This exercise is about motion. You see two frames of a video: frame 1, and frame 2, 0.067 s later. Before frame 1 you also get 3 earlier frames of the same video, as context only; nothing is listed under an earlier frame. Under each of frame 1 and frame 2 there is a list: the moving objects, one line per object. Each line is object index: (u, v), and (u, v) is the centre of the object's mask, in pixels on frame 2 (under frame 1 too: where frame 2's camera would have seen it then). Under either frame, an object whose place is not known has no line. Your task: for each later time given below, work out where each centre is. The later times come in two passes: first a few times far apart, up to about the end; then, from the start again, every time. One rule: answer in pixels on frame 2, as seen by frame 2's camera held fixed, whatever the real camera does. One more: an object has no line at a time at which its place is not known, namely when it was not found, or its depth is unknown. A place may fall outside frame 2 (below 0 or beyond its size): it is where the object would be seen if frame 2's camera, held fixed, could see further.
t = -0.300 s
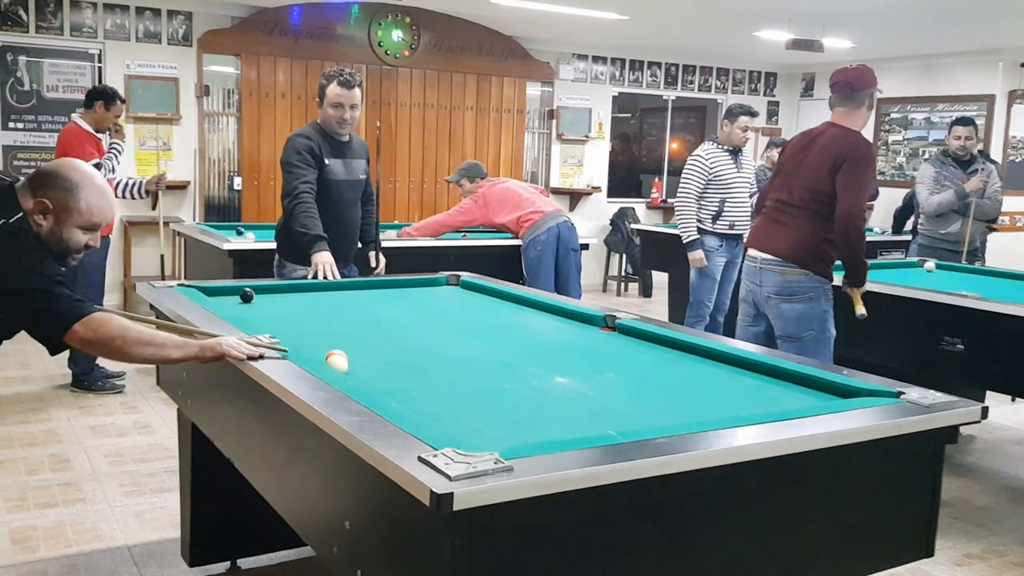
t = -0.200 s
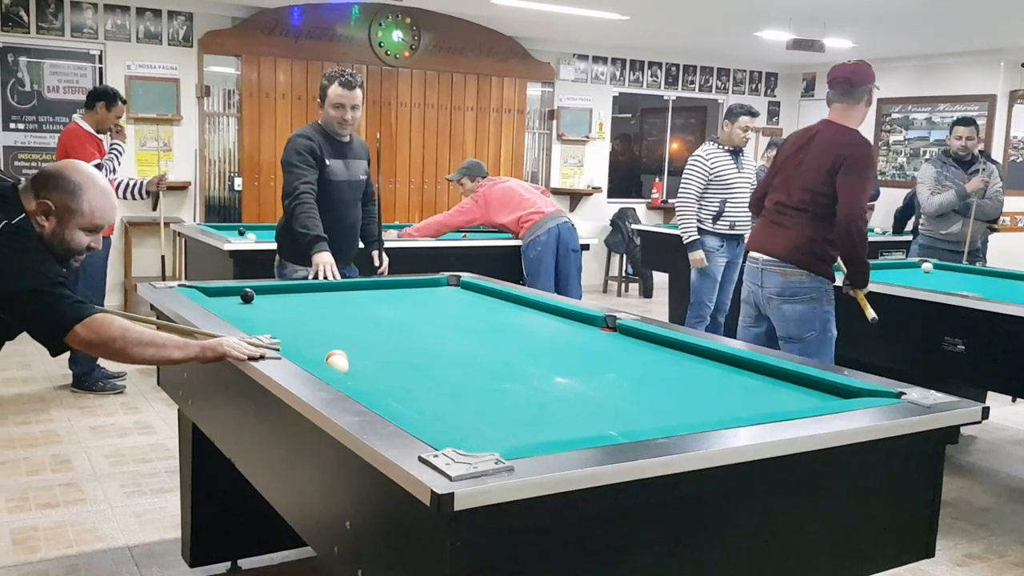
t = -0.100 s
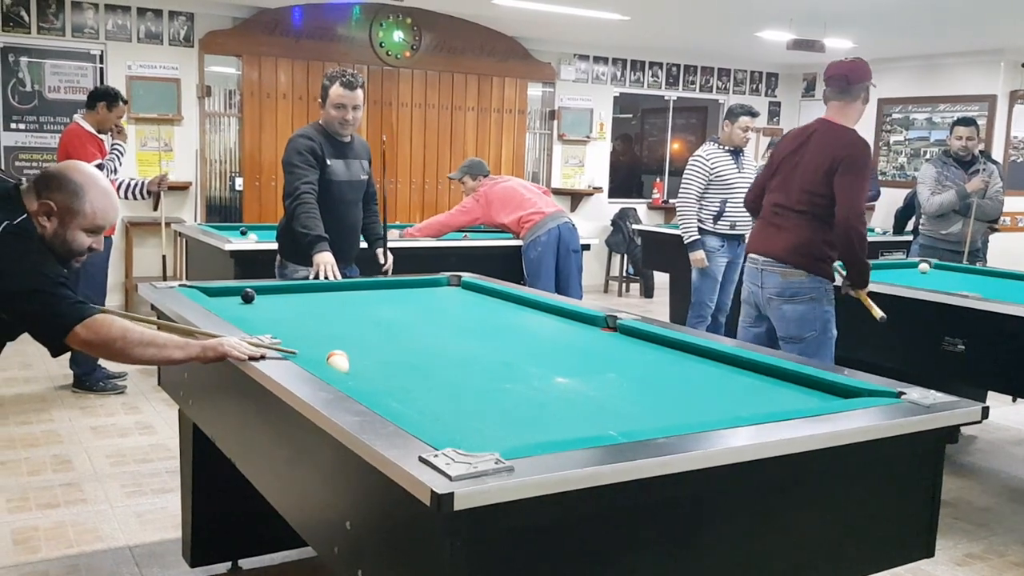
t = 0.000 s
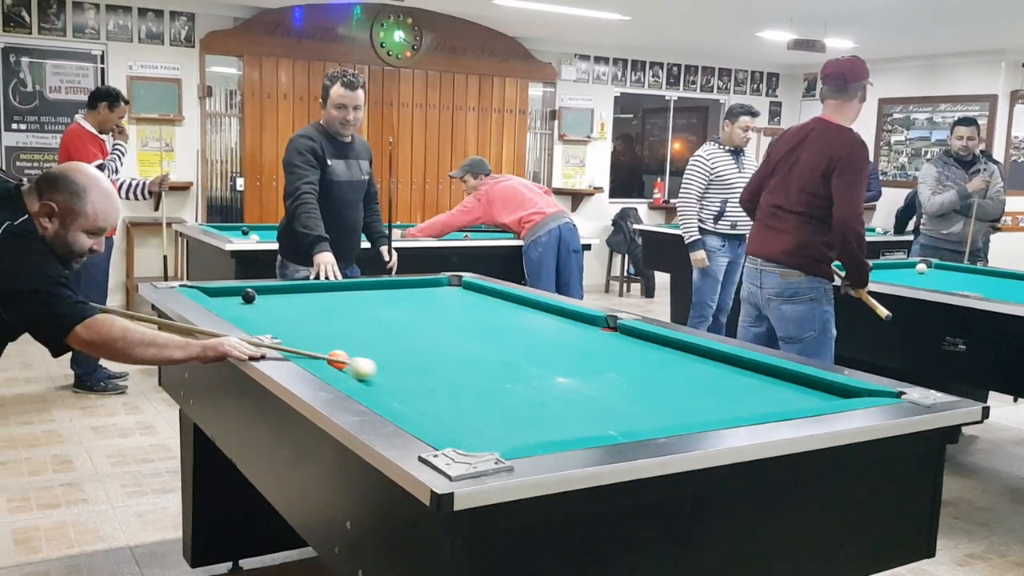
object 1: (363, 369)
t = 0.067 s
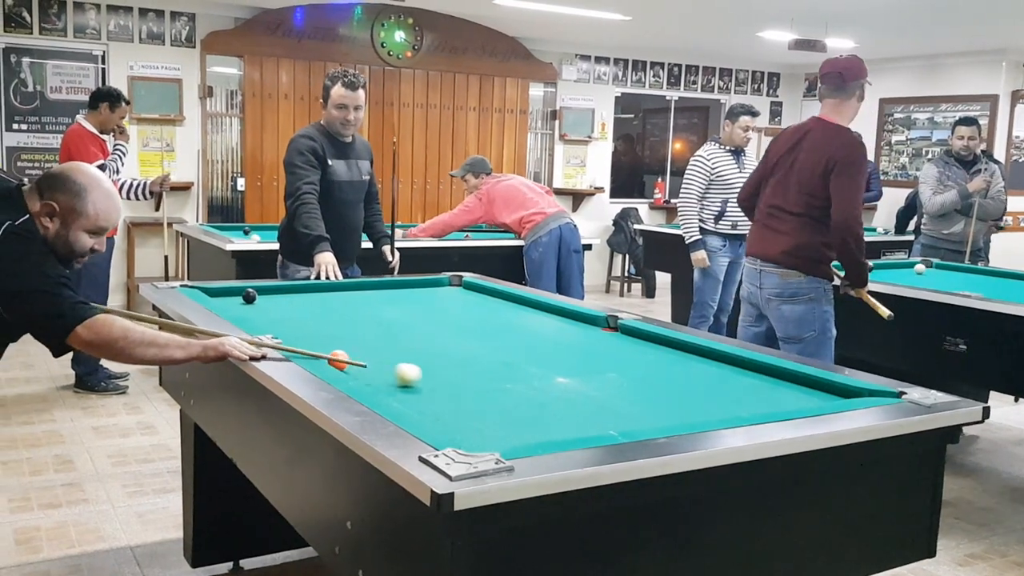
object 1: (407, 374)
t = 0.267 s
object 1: (552, 392)
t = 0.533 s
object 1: (720, 407)
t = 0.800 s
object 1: (713, 378)
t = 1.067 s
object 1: (710, 355)
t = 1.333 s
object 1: (637, 343)
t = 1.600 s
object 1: (567, 334)
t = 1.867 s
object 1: (503, 326)
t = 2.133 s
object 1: (447, 319)
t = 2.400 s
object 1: (397, 312)
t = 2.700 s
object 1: (346, 306)
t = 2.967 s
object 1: (305, 302)
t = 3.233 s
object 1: (269, 297)
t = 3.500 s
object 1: (261, 294)
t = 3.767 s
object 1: (257, 291)
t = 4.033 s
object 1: (255, 290)
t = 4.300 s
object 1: (259, 290)
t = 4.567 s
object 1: (262, 292)
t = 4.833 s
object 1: (265, 292)
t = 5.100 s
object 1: (266, 292)
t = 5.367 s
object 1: (266, 293)
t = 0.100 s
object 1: (431, 377)
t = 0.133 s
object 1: (454, 380)
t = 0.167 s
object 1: (478, 383)
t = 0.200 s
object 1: (502, 386)
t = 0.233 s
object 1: (527, 389)
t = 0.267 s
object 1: (552, 392)
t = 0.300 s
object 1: (577, 396)
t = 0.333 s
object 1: (603, 400)
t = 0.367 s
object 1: (630, 404)
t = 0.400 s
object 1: (657, 407)
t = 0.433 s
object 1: (685, 409)
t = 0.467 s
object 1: (713, 410)
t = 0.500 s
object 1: (724, 409)
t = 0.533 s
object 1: (720, 407)
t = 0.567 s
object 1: (718, 404)
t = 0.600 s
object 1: (716, 400)
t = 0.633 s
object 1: (716, 396)
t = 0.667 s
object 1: (715, 392)
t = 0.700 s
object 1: (714, 388)
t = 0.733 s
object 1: (714, 385)
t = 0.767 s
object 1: (713, 381)
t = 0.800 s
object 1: (713, 378)
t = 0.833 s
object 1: (712, 375)
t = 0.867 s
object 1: (712, 372)
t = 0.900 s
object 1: (712, 369)
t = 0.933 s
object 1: (711, 366)
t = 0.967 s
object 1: (711, 363)
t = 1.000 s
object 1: (711, 360)
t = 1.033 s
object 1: (711, 358)
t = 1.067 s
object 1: (710, 355)
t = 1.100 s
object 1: (708, 352)
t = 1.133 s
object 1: (697, 351)
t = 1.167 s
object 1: (686, 350)
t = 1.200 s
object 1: (676, 348)
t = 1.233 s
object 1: (666, 347)
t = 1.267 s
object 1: (656, 346)
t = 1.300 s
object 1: (646, 345)
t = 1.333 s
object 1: (637, 343)
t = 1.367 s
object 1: (628, 342)
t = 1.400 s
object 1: (618, 341)
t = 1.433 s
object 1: (609, 340)
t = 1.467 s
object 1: (601, 339)
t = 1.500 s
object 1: (592, 337)
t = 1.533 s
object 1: (583, 336)
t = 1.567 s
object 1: (575, 335)
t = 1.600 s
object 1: (567, 334)
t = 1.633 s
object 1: (558, 333)
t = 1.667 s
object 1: (550, 332)
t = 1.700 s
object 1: (542, 331)
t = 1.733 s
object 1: (534, 330)
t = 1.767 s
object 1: (526, 329)
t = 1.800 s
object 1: (519, 328)
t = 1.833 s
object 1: (511, 327)
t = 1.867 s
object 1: (503, 326)
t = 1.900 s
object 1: (496, 325)
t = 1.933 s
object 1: (489, 324)
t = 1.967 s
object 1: (482, 323)
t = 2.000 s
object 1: (475, 323)
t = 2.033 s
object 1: (467, 322)
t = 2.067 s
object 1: (461, 321)
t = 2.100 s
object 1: (454, 320)
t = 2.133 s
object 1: (447, 319)
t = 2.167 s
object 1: (441, 318)
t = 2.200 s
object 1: (434, 317)
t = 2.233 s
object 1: (428, 316)
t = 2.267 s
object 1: (422, 316)
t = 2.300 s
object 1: (415, 315)
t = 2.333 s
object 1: (409, 314)
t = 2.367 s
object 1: (403, 313)
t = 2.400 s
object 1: (397, 312)
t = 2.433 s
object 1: (391, 312)
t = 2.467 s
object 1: (385, 311)
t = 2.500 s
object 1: (379, 311)
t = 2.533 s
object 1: (373, 310)
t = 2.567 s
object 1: (367, 309)
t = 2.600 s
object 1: (362, 308)
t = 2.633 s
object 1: (357, 308)
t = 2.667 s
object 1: (351, 307)
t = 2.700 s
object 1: (346, 306)
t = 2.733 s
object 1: (341, 306)
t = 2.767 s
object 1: (335, 305)
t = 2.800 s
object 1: (330, 305)
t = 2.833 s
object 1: (325, 304)
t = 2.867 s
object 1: (320, 303)
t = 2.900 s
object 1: (315, 302)
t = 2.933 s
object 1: (310, 302)
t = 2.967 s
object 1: (305, 302)
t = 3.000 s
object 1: (300, 301)
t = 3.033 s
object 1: (296, 300)
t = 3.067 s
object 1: (291, 300)
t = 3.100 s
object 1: (286, 299)
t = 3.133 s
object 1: (282, 298)
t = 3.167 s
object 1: (277, 298)
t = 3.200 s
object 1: (273, 297)
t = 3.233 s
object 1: (269, 297)
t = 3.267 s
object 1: (265, 296)
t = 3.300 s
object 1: (265, 296)
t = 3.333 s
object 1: (264, 296)
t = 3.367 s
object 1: (264, 295)
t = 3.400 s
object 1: (263, 295)
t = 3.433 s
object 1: (262, 294)
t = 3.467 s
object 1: (262, 294)
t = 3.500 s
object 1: (261, 294)
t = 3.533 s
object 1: (261, 294)
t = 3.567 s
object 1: (260, 293)
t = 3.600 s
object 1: (259, 293)
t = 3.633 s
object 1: (259, 292)
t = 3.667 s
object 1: (258, 292)
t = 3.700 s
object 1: (258, 292)
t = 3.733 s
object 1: (257, 292)
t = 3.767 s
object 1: (257, 291)
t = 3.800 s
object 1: (257, 291)
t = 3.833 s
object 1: (256, 290)
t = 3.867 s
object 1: (256, 290)
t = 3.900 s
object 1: (256, 290)
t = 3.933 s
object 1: (255, 290)
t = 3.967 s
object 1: (254, 290)
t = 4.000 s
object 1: (255, 290)
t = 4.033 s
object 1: (255, 290)
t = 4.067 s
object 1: (256, 290)
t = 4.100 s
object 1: (256, 290)
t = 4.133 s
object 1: (257, 290)
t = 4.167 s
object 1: (257, 290)
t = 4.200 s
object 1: (258, 290)
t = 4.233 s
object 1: (258, 290)
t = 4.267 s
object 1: (258, 290)
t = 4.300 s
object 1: (259, 290)
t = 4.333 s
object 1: (259, 291)
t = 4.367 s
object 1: (260, 291)
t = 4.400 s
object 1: (260, 291)
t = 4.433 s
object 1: (261, 291)
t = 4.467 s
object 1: (261, 291)
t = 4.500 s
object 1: (262, 291)
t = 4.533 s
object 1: (262, 292)
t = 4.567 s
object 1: (262, 292)
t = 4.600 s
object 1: (263, 292)
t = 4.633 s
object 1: (263, 292)
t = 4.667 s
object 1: (263, 292)
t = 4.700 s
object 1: (264, 292)
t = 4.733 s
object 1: (264, 292)
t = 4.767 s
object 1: (264, 292)
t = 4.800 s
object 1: (264, 292)
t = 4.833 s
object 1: (265, 292)
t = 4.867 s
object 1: (265, 292)
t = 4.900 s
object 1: (265, 292)
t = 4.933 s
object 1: (265, 293)
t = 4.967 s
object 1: (266, 292)
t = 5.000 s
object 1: (266, 292)
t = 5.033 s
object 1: (266, 292)
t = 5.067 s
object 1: (266, 293)
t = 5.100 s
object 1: (266, 292)
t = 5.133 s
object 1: (266, 293)
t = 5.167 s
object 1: (266, 292)
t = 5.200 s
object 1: (266, 293)
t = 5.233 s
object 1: (266, 293)
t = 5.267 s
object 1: (266, 293)
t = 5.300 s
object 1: (266, 293)
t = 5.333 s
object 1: (266, 293)
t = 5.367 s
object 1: (266, 293)
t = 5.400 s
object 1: (266, 293)
